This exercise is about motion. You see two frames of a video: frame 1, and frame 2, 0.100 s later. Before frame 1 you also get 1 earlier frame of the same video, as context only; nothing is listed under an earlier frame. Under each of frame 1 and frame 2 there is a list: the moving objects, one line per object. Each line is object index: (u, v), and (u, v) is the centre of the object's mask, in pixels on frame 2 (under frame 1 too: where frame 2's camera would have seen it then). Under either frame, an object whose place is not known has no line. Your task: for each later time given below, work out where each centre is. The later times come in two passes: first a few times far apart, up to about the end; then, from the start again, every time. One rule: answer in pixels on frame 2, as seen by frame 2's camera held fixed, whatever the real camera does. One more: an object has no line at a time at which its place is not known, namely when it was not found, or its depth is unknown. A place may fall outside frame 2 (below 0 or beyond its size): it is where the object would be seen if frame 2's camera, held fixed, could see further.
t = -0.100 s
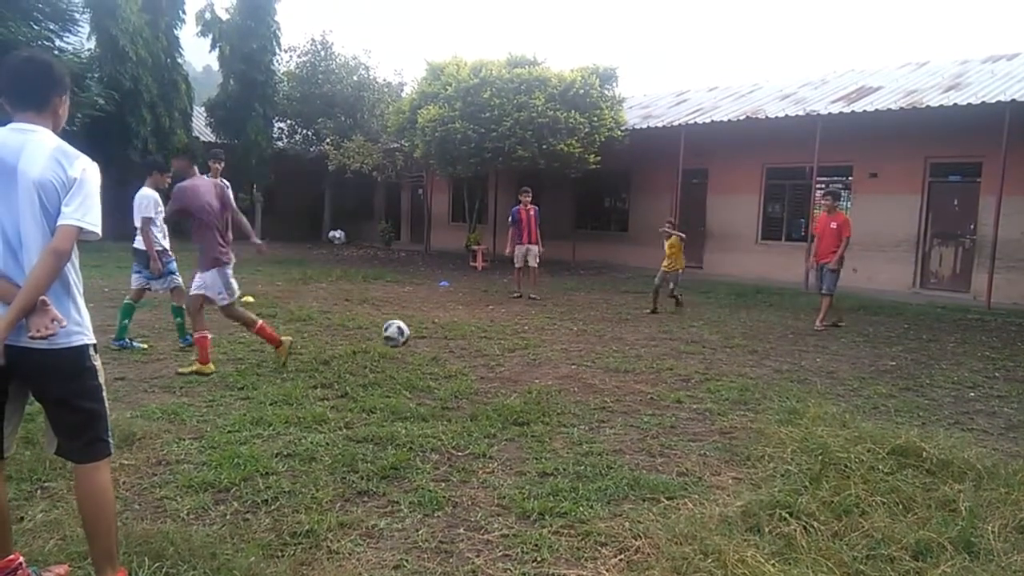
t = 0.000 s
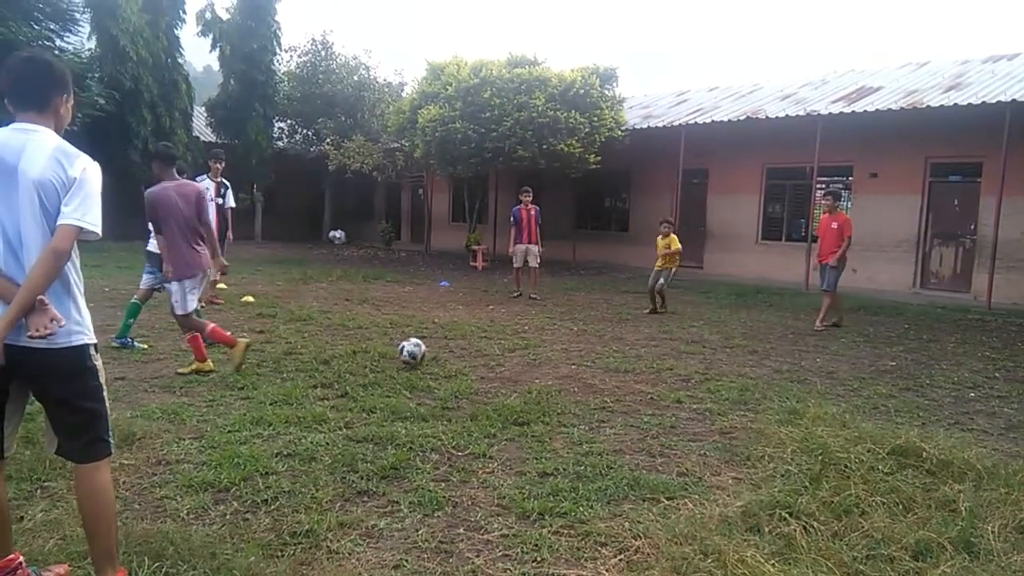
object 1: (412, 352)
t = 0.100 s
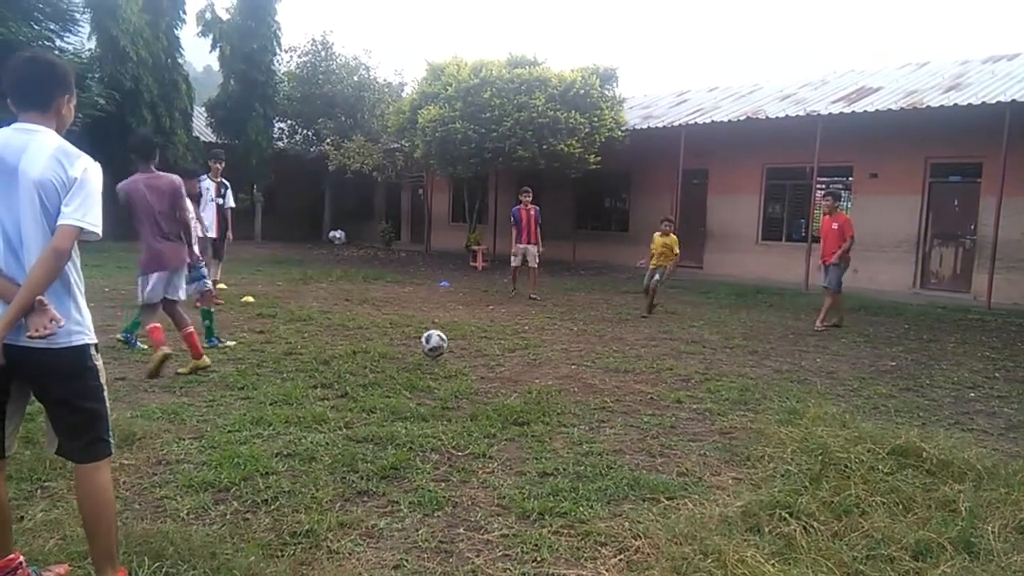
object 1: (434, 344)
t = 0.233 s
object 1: (461, 341)
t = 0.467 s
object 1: (507, 344)
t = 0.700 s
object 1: (551, 347)
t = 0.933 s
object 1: (592, 345)
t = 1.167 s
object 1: (627, 346)
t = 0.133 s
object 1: (440, 341)
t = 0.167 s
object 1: (448, 339)
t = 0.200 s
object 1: (454, 339)
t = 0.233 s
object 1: (461, 341)
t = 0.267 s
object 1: (467, 343)
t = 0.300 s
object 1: (474, 347)
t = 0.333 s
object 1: (481, 353)
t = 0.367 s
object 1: (488, 352)
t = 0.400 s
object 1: (495, 347)
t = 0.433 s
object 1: (501, 345)
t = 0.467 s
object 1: (507, 344)
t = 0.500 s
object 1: (512, 344)
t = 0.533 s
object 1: (519, 345)
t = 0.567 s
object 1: (524, 347)
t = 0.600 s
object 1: (531, 352)
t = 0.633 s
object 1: (538, 352)
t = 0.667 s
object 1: (544, 348)
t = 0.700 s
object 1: (551, 347)
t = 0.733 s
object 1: (557, 347)
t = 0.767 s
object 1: (563, 348)
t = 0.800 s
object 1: (569, 351)
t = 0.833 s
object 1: (574, 352)
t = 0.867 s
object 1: (580, 349)
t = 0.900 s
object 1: (586, 345)
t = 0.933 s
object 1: (592, 345)
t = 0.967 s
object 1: (597, 345)
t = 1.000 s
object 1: (602, 347)
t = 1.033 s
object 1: (608, 350)
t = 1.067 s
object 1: (614, 350)
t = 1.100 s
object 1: (619, 347)
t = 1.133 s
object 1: (623, 346)
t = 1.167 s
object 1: (627, 346)
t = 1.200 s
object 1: (630, 347)
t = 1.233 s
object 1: (637, 350)
